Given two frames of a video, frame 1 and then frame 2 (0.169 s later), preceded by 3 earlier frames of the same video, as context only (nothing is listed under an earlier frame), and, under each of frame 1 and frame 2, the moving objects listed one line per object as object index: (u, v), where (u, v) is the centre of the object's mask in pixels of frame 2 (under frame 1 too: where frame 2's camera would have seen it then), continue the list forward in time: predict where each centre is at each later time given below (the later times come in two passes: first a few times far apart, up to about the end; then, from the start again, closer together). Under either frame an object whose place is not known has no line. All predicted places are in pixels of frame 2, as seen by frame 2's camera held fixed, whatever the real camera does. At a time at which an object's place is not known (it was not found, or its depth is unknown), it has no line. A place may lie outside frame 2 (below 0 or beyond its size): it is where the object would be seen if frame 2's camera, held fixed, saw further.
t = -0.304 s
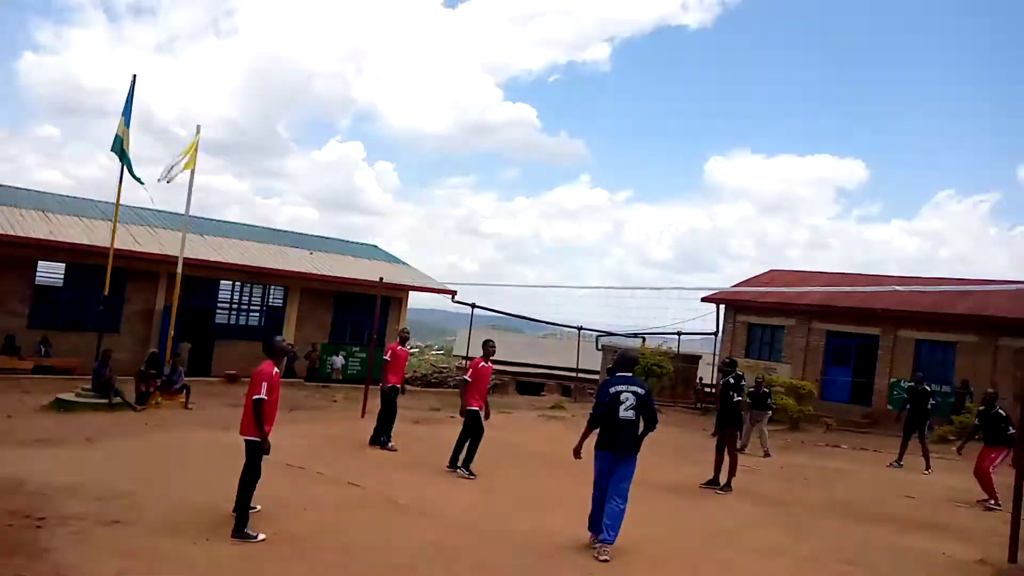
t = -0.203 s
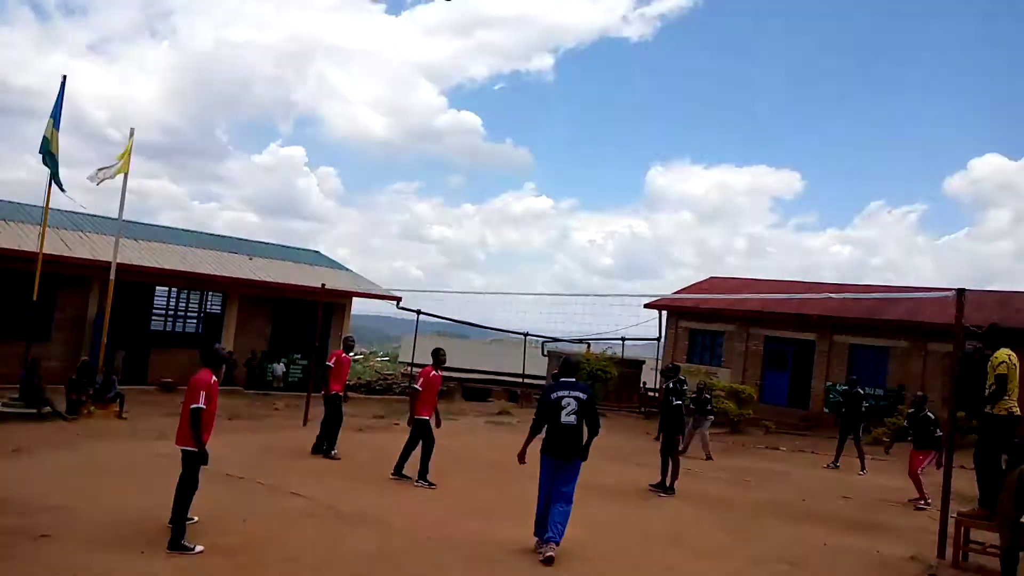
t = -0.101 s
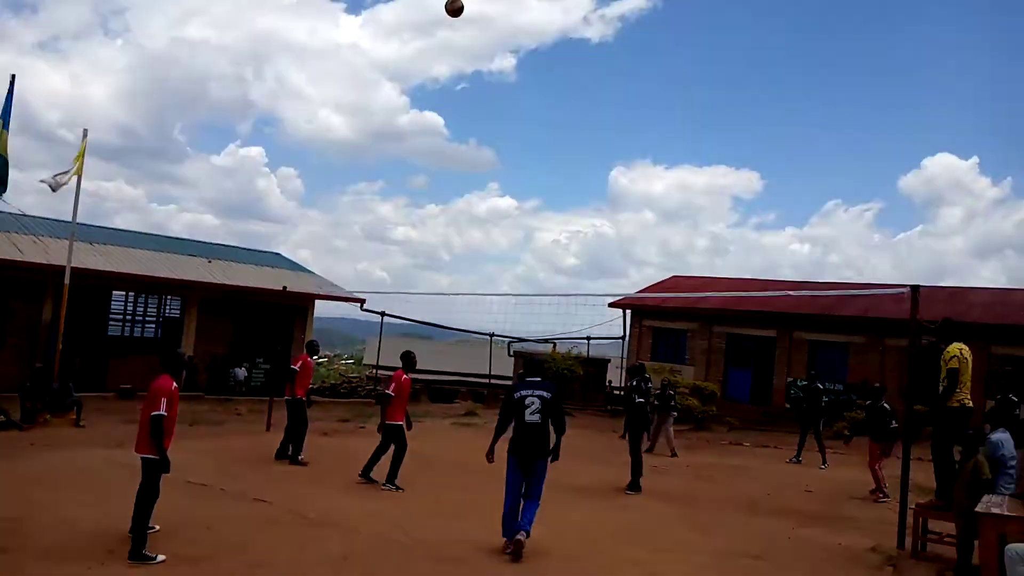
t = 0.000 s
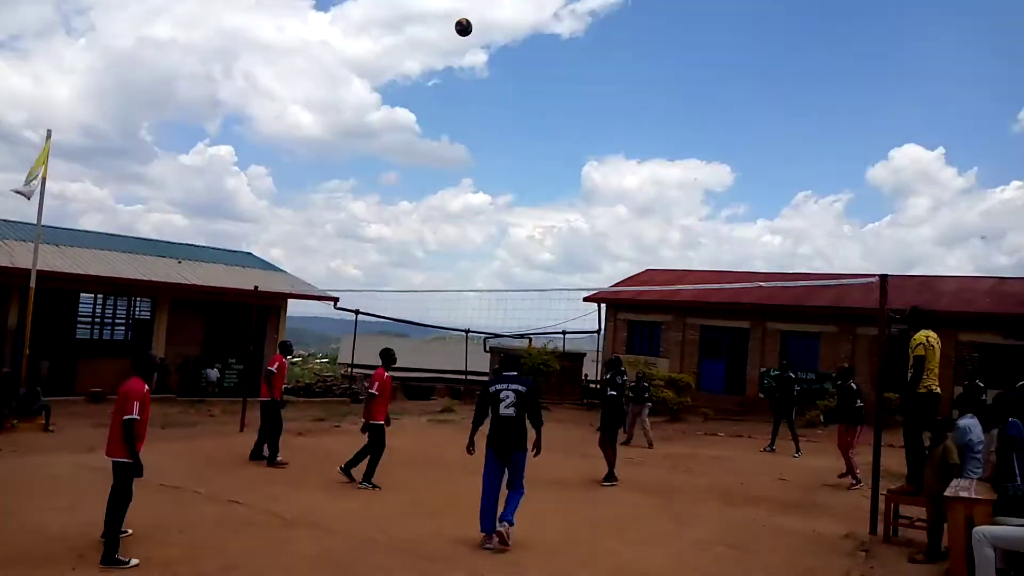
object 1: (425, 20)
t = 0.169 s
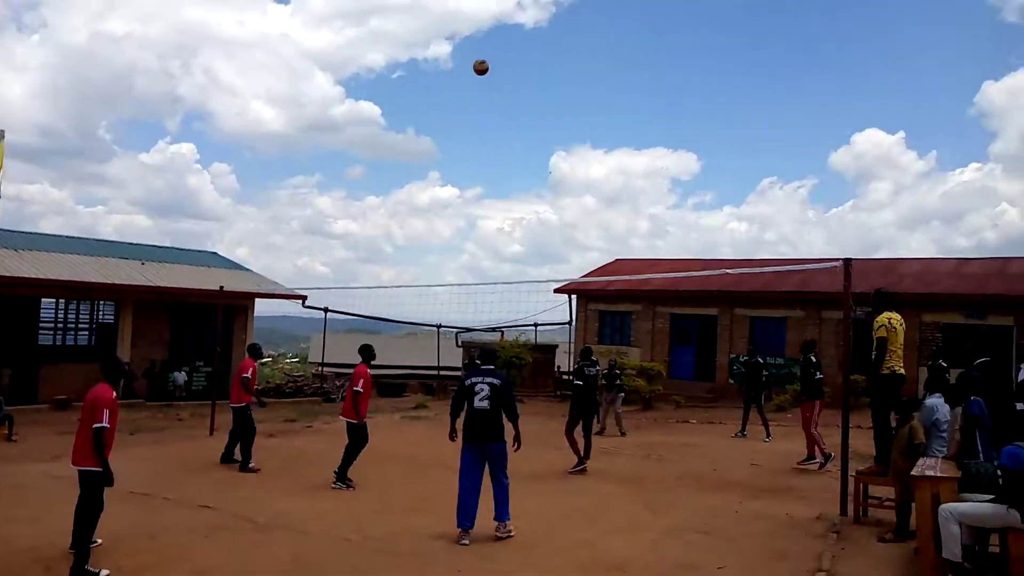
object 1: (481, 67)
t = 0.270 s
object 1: (505, 102)
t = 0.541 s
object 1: (565, 203)
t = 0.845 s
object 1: (616, 330)
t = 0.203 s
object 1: (488, 79)
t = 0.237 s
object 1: (495, 91)
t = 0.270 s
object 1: (505, 102)
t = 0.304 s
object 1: (512, 114)
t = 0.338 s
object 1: (520, 126)
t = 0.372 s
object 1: (528, 139)
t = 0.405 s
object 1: (536, 150)
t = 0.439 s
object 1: (544, 163)
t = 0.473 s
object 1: (551, 176)
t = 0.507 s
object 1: (558, 190)
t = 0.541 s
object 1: (565, 203)
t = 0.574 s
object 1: (572, 217)
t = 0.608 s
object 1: (578, 231)
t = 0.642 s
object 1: (584, 245)
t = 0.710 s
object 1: (595, 269)
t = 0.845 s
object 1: (616, 330)
